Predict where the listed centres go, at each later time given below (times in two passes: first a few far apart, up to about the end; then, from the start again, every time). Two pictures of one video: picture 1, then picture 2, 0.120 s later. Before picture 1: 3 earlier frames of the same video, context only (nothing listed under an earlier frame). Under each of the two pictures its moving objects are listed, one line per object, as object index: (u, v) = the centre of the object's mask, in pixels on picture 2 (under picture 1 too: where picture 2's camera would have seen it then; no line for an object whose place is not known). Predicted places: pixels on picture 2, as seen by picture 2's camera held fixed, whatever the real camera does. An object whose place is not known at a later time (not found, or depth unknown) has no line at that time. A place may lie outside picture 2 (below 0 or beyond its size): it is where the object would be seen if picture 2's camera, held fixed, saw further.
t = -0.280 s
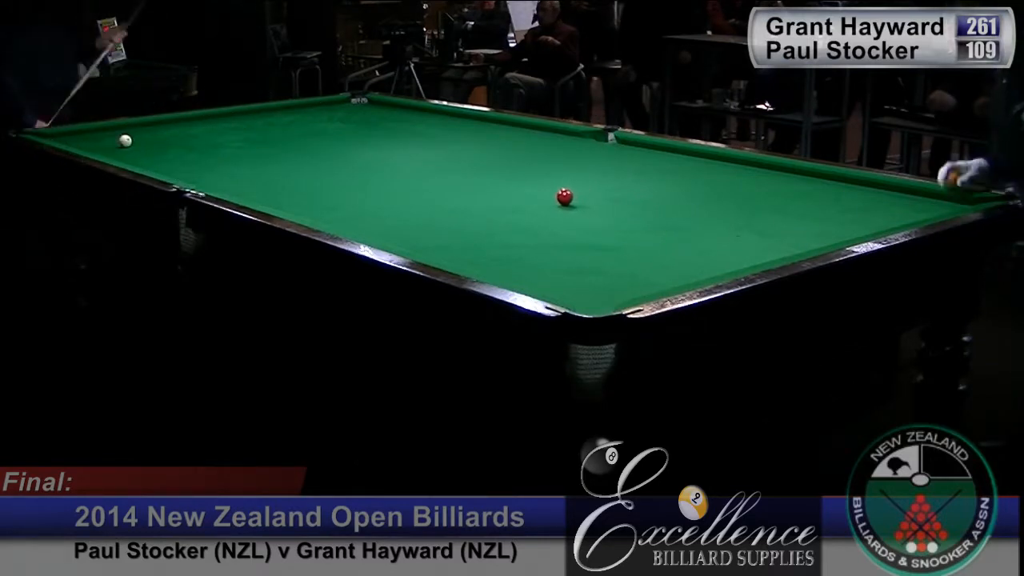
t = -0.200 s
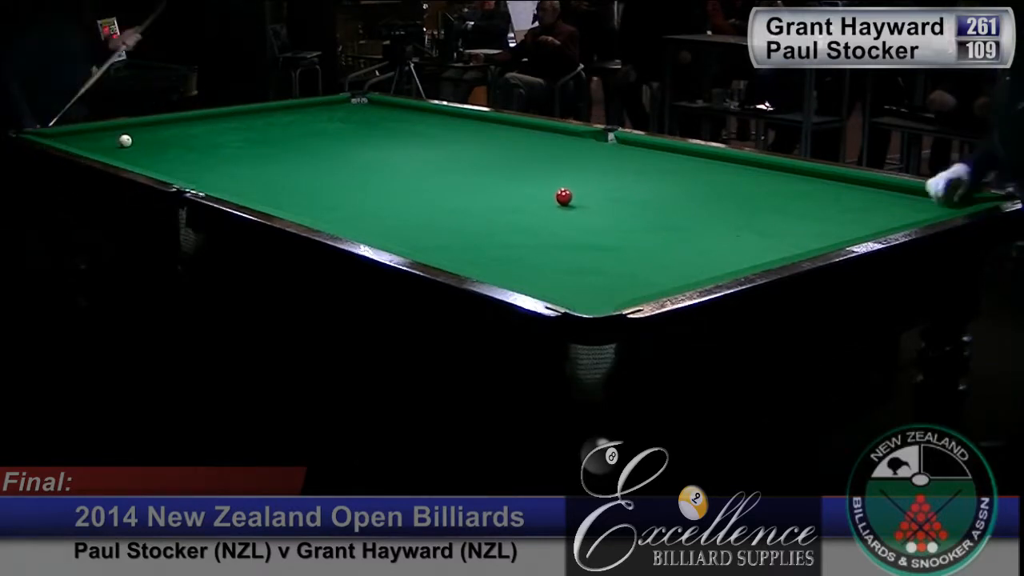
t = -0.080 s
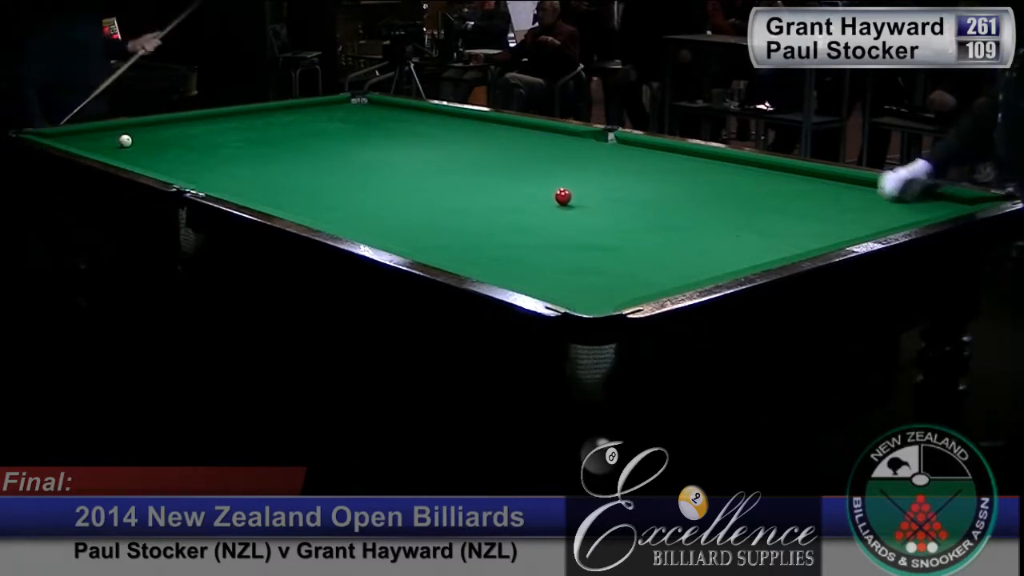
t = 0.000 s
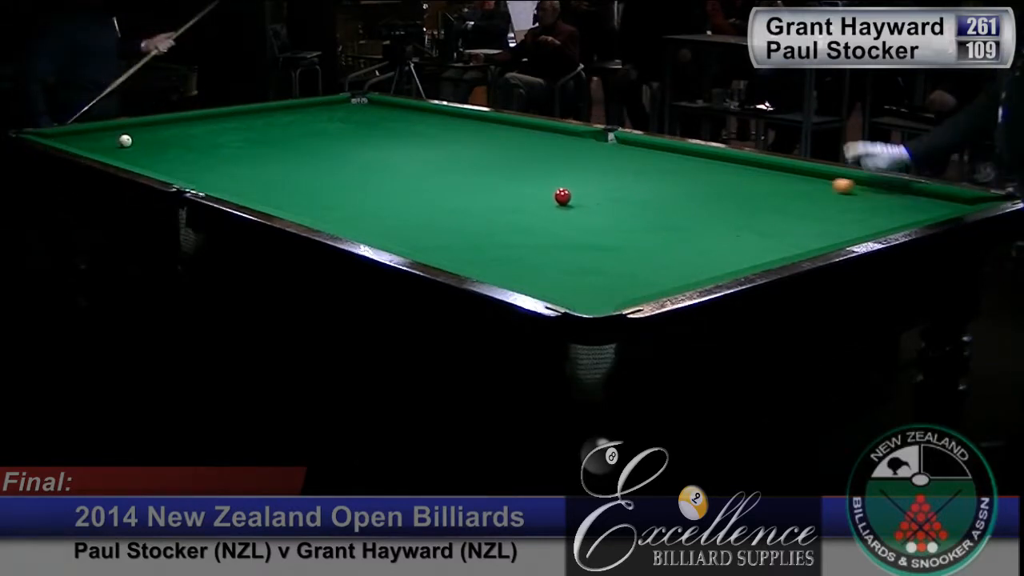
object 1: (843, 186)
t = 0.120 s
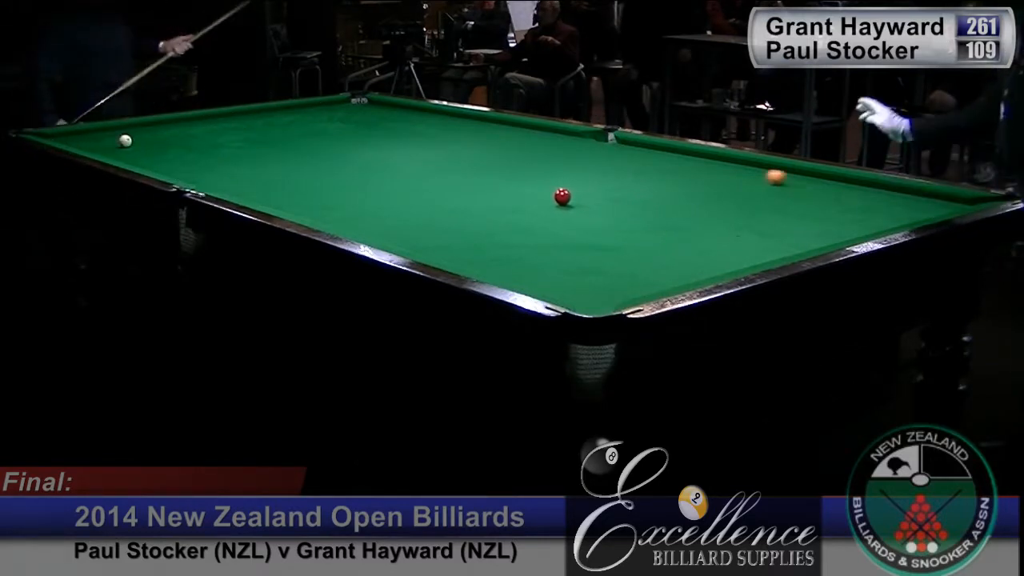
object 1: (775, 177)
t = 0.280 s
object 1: (702, 168)
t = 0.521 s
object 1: (604, 155)
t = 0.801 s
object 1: (502, 144)
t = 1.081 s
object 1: (413, 134)
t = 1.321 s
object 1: (347, 127)
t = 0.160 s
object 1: (756, 174)
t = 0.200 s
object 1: (738, 172)
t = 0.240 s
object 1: (720, 170)
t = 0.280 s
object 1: (702, 168)
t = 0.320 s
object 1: (685, 165)
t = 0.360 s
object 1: (668, 163)
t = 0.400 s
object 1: (652, 161)
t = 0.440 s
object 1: (635, 160)
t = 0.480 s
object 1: (619, 158)
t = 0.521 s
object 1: (604, 155)
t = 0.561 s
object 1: (588, 154)
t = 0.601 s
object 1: (573, 152)
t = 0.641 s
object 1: (558, 150)
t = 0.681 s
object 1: (544, 149)
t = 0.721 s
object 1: (529, 147)
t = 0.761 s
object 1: (515, 145)
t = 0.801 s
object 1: (502, 144)
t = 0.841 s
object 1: (489, 142)
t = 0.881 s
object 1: (475, 141)
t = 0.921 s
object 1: (463, 139)
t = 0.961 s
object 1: (450, 138)
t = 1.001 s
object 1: (438, 137)
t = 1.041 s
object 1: (425, 135)
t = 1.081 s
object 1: (413, 134)
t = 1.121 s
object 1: (402, 132)
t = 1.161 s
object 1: (390, 131)
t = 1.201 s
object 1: (379, 130)
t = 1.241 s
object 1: (368, 129)
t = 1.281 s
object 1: (357, 128)
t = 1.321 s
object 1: (347, 127)
